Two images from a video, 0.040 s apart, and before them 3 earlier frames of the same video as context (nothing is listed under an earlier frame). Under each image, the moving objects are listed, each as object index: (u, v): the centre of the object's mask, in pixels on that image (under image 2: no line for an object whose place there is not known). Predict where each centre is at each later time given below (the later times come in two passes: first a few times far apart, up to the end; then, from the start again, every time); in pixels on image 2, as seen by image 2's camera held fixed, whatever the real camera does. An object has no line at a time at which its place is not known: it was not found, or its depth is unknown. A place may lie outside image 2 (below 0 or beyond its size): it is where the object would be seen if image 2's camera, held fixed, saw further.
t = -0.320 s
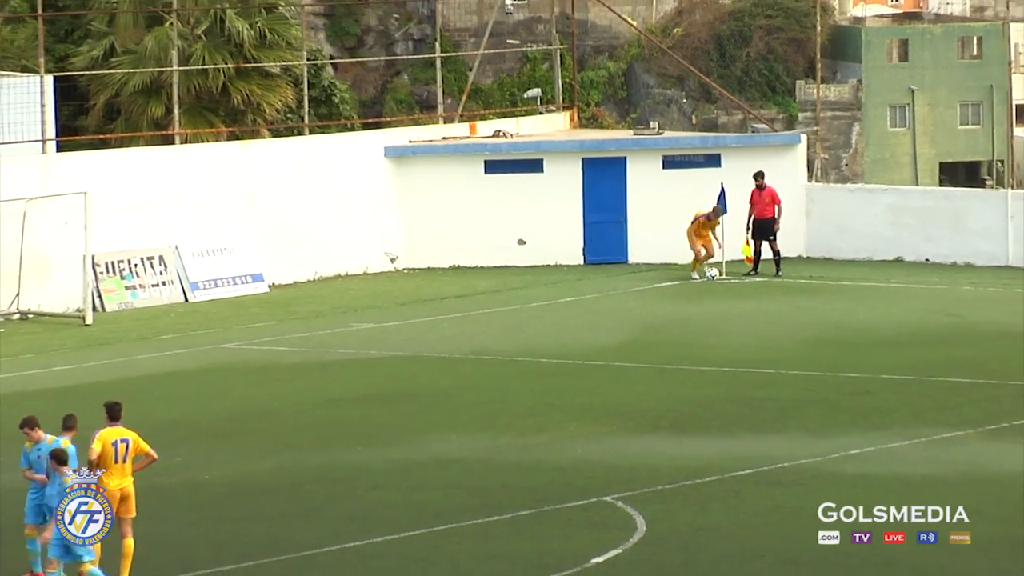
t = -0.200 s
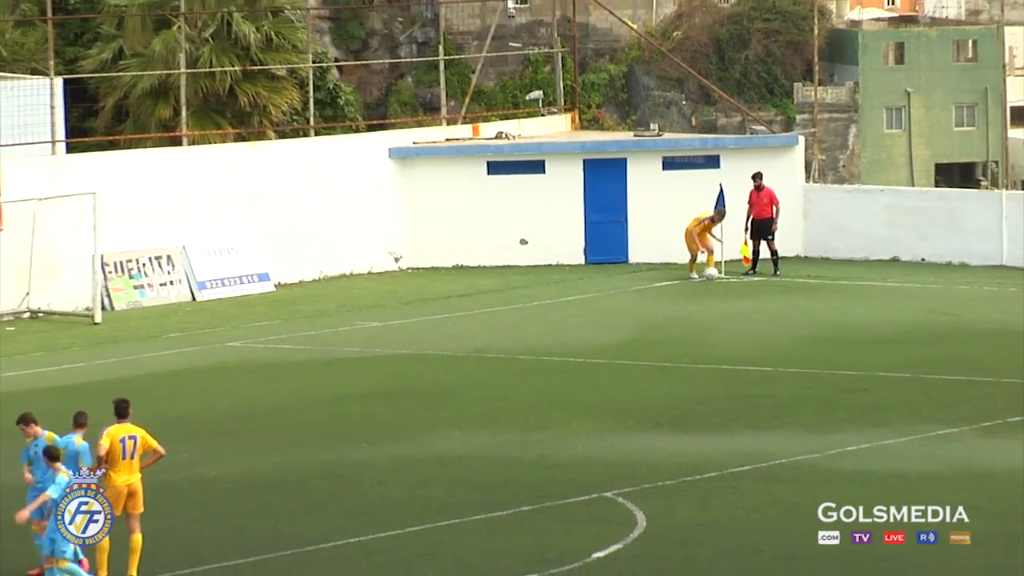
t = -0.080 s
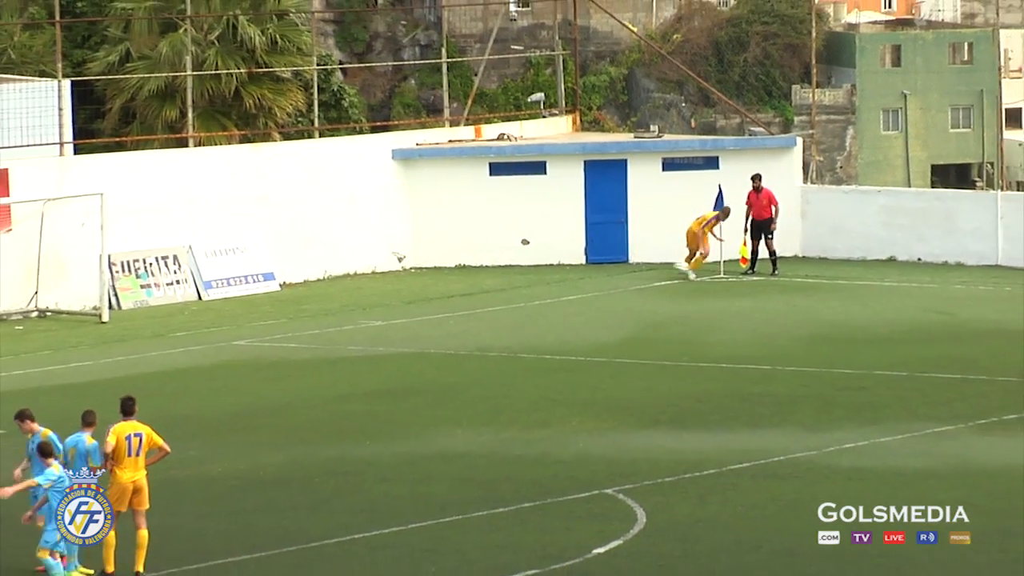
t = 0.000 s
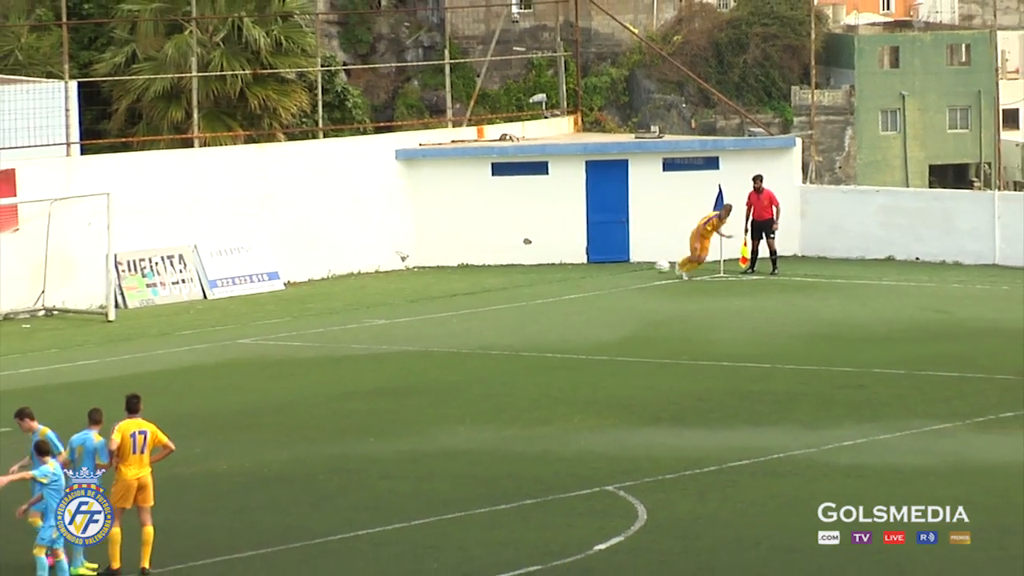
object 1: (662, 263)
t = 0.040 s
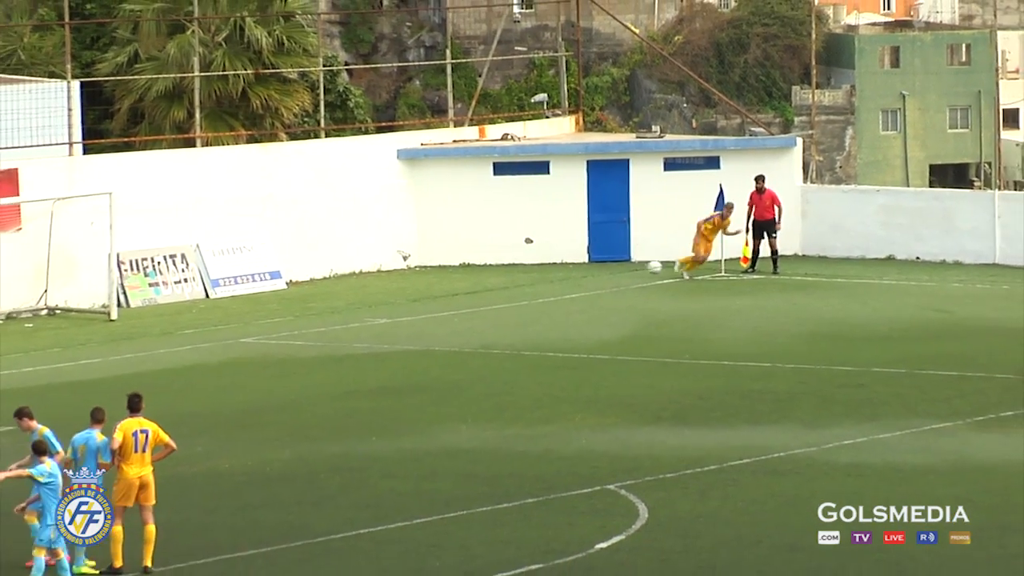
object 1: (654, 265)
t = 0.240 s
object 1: (604, 287)
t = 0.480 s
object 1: (557, 292)
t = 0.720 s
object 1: (518, 309)
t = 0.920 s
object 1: (487, 312)
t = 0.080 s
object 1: (644, 268)
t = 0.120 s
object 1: (634, 271)
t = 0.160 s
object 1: (624, 276)
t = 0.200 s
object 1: (614, 281)
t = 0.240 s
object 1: (604, 287)
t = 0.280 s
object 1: (594, 295)
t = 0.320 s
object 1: (584, 302)
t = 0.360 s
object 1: (577, 298)
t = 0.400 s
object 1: (571, 295)
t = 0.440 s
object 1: (564, 293)
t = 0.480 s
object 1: (557, 292)
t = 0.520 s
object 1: (551, 293)
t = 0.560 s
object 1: (544, 294)
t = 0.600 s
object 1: (538, 296)
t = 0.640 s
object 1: (531, 299)
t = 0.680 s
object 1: (524, 304)
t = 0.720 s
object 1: (518, 309)
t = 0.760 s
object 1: (510, 315)
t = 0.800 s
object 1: (504, 320)
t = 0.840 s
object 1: (498, 316)
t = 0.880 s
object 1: (493, 314)
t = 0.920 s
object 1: (487, 312)
